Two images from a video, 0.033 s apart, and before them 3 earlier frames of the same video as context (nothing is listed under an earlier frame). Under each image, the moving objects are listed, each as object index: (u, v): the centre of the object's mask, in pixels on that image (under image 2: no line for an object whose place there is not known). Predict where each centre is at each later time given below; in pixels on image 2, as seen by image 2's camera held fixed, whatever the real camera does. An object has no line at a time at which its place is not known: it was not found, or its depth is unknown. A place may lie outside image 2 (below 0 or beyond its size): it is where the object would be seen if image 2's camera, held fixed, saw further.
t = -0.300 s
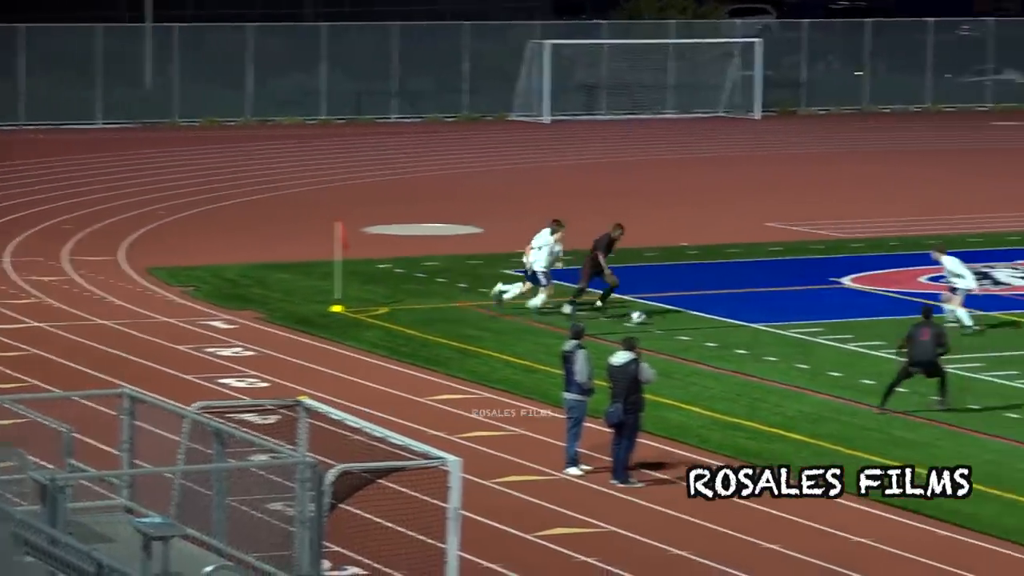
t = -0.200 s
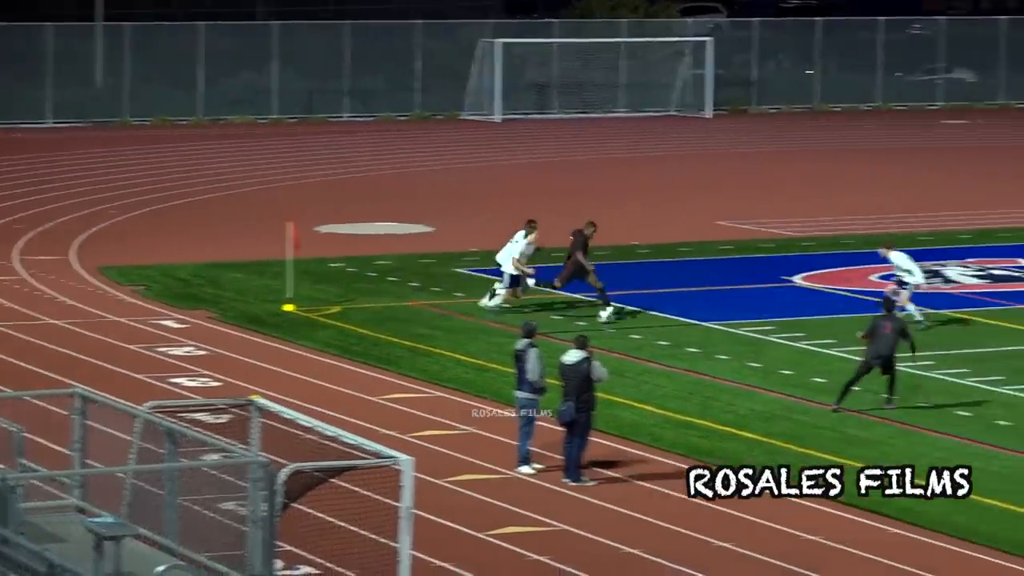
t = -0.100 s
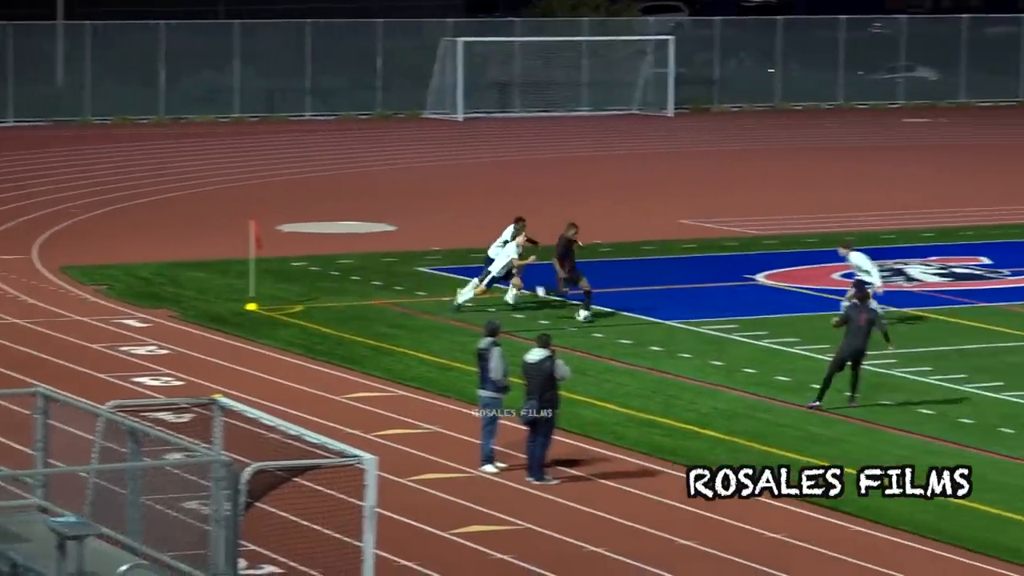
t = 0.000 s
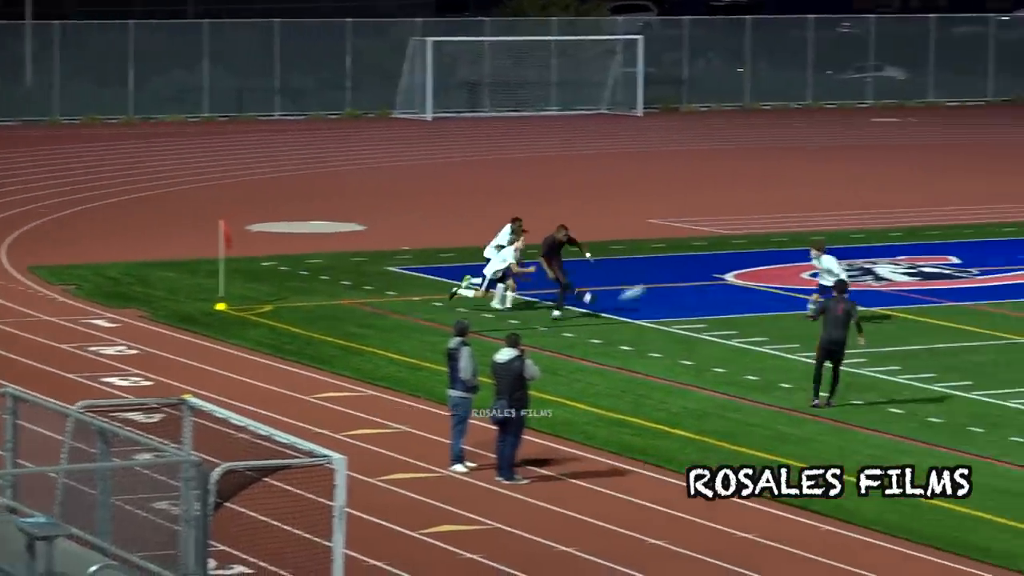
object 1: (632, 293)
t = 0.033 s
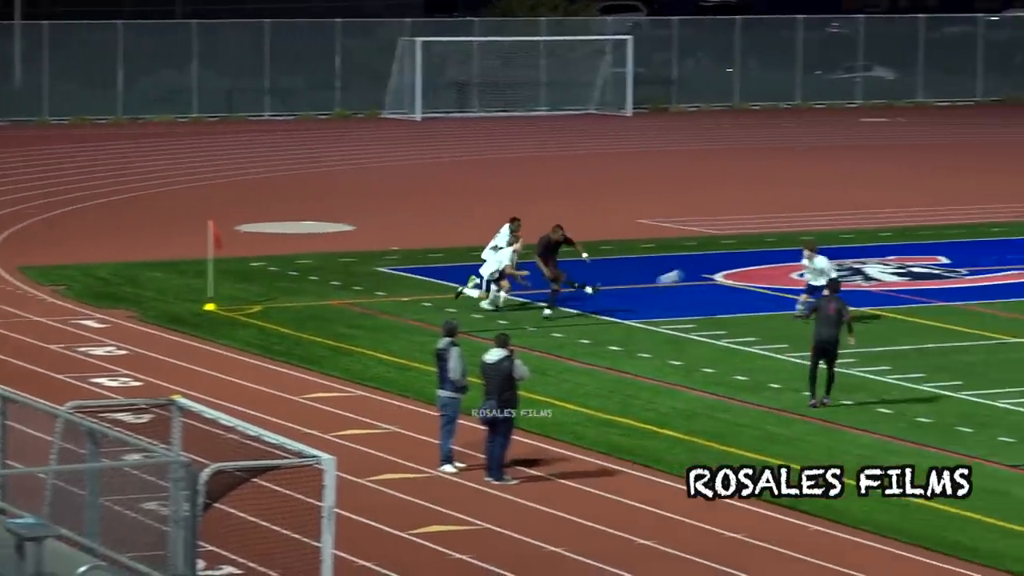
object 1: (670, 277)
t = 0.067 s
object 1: (716, 264)
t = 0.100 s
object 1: (763, 250)
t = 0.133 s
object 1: (808, 237)
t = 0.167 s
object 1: (852, 223)
